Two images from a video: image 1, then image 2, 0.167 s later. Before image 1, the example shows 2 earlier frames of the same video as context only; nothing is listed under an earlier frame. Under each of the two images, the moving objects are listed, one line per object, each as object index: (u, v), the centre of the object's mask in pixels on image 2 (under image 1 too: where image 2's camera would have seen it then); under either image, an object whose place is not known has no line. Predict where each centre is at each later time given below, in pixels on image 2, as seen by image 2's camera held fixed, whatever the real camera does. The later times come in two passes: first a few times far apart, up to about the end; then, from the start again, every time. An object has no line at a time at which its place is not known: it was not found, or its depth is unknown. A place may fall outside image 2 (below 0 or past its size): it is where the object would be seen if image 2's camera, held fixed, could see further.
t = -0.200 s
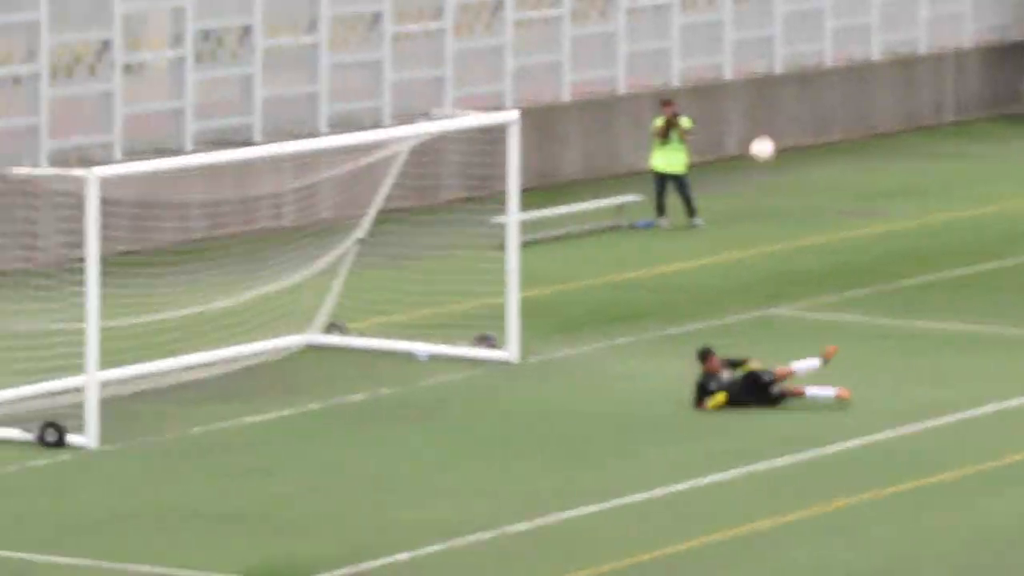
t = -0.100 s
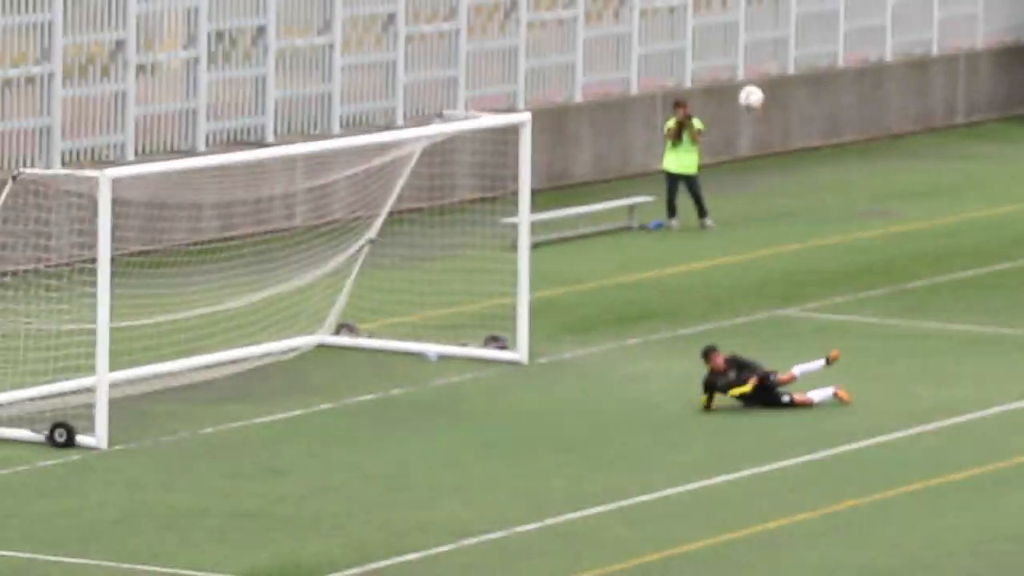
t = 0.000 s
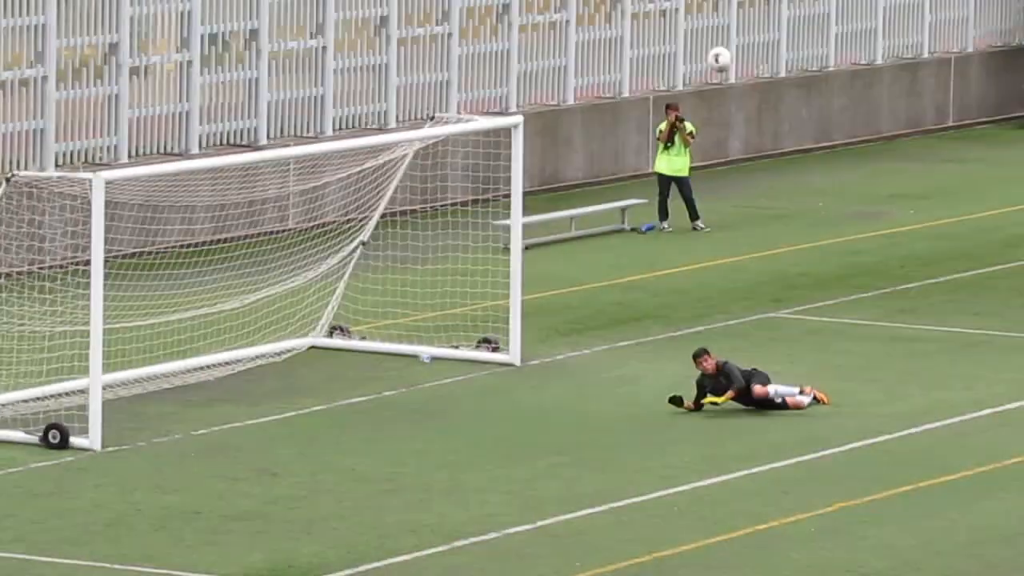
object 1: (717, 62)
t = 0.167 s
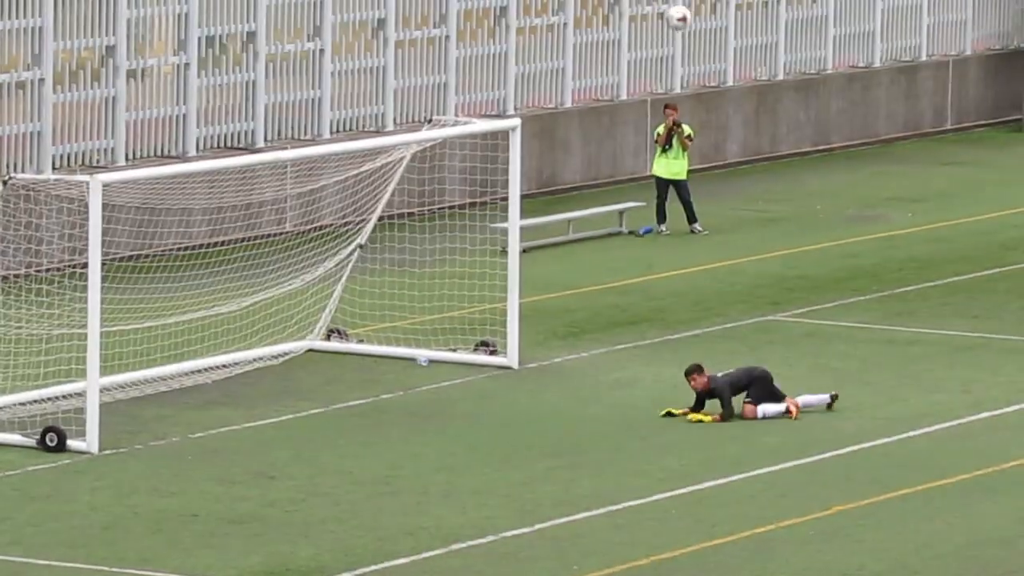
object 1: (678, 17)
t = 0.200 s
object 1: (671, 12)
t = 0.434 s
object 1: (615, 12)
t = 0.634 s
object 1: (569, 61)
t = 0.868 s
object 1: (516, 172)
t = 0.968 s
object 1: (494, 239)
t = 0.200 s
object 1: (671, 12)
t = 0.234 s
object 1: (662, 9)
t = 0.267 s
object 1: (654, 8)
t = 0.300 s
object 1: (646, 7)
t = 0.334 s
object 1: (639, 7)
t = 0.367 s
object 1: (632, 8)
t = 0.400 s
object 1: (623, 9)
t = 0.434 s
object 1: (615, 12)
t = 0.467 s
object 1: (608, 17)
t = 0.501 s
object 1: (600, 23)
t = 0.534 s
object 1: (592, 30)
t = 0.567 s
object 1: (584, 39)
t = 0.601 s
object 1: (577, 49)
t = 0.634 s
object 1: (569, 61)
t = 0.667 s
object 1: (561, 72)
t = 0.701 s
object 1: (553, 86)
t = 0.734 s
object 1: (547, 100)
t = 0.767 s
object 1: (538, 116)
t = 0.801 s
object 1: (532, 133)
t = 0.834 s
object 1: (524, 152)
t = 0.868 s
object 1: (516, 172)
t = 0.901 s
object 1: (508, 193)
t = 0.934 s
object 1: (500, 215)
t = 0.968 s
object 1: (494, 239)
